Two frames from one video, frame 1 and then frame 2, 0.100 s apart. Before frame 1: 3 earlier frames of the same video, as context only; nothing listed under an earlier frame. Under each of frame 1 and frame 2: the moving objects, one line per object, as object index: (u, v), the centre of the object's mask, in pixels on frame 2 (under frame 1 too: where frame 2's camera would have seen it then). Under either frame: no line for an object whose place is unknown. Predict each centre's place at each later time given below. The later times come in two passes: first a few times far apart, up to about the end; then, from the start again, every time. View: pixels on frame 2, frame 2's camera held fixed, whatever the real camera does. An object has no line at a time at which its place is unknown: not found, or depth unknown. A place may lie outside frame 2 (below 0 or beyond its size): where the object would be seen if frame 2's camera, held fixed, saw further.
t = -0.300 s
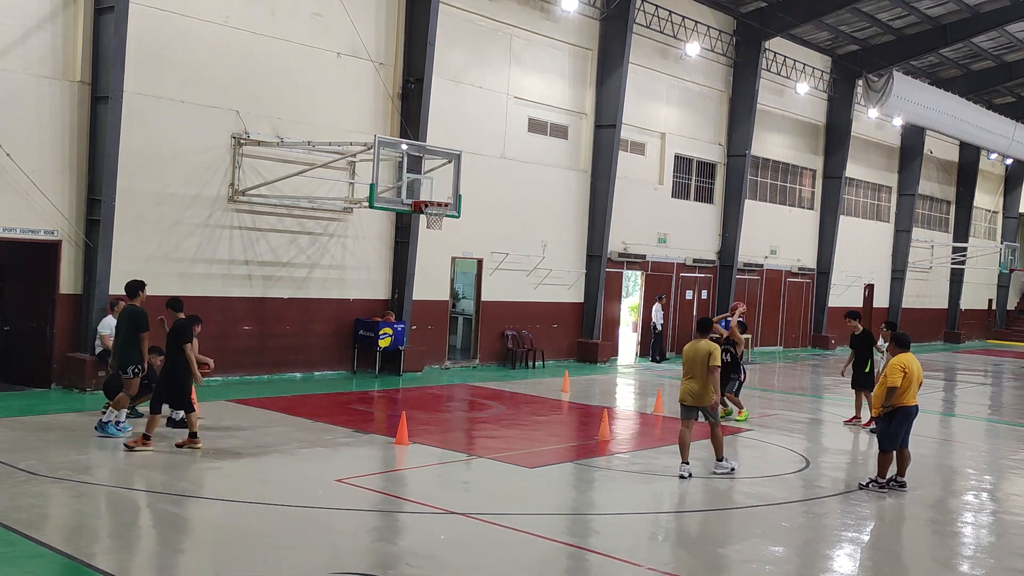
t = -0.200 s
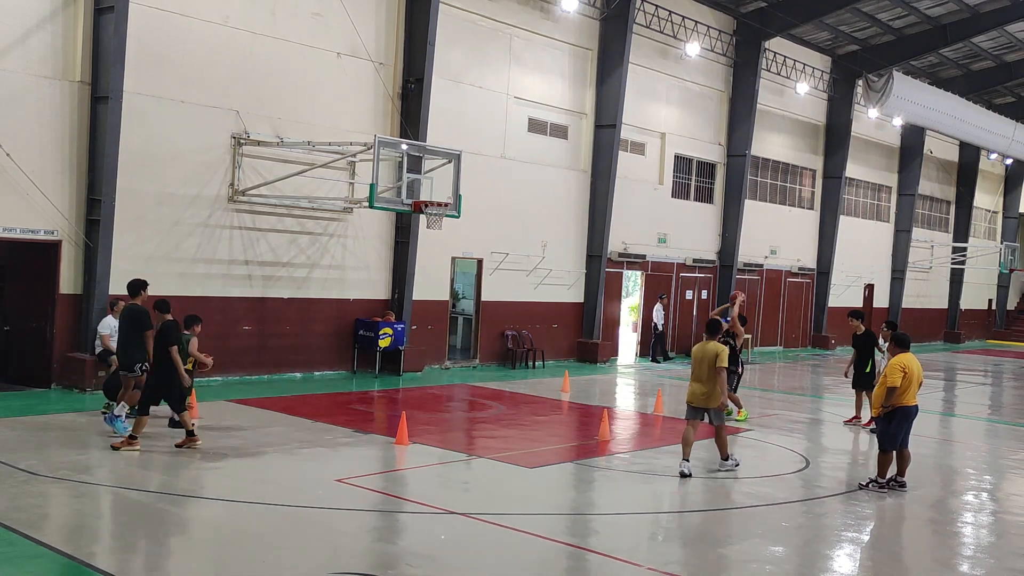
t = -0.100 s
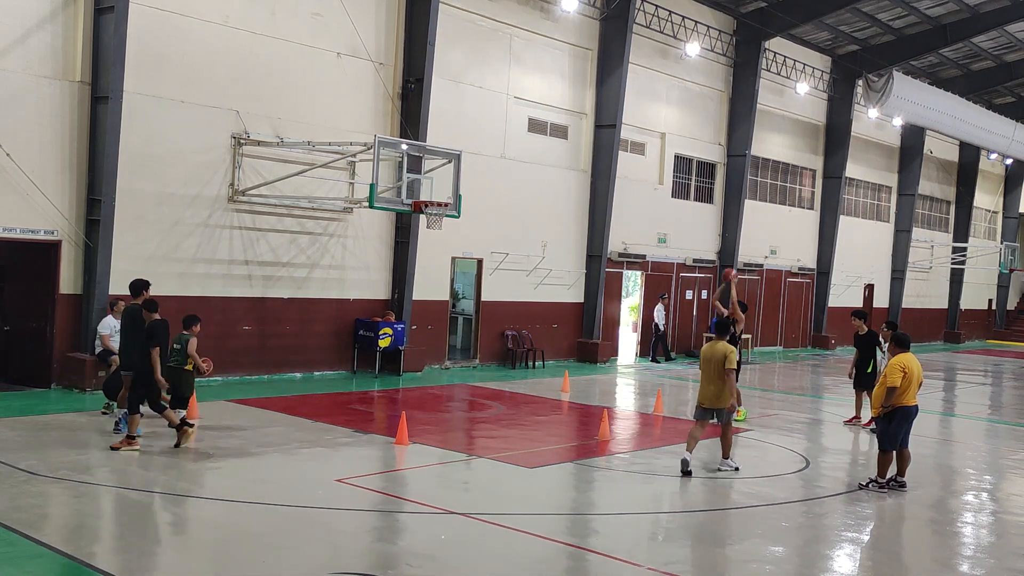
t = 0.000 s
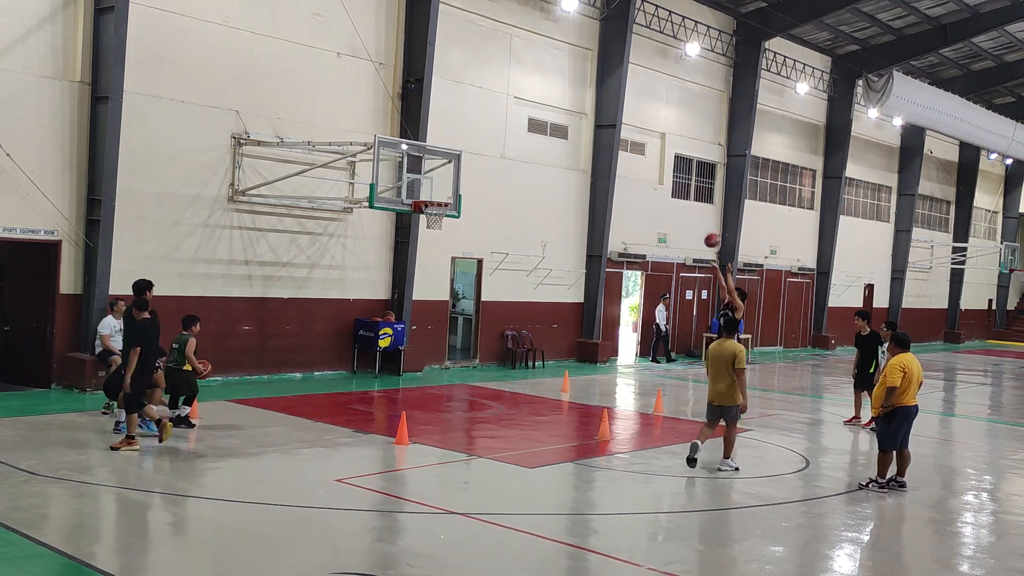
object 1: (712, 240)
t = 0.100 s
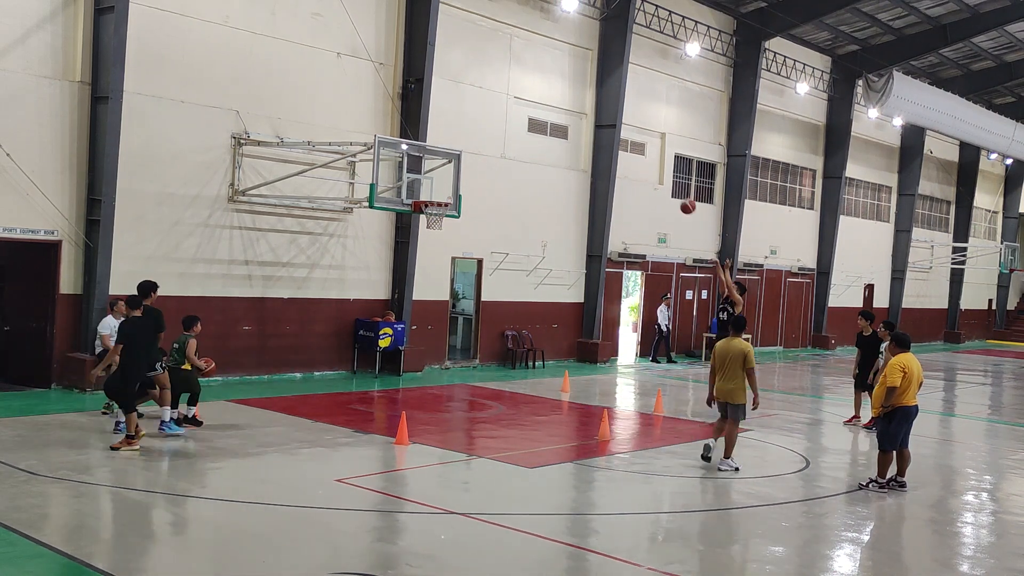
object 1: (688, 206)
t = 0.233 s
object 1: (656, 172)
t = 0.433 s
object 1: (606, 142)
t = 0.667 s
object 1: (546, 140)
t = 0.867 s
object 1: (494, 166)
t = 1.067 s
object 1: (458, 213)
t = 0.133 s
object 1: (680, 197)
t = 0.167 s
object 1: (672, 188)
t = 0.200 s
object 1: (664, 179)
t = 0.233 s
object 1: (656, 172)
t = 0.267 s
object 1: (647, 166)
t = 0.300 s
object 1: (639, 160)
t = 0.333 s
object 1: (631, 154)
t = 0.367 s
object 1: (623, 150)
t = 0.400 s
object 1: (614, 145)
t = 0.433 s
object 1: (606, 142)
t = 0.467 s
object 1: (597, 139)
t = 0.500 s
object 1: (589, 138)
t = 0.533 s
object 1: (580, 137)
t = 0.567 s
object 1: (572, 136)
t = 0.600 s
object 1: (564, 137)
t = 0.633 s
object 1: (555, 138)
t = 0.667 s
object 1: (546, 140)
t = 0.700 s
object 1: (538, 142)
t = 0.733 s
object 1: (529, 146)
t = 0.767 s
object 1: (520, 150)
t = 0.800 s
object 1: (511, 154)
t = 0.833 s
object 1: (503, 160)
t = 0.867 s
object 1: (494, 166)
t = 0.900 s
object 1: (485, 173)
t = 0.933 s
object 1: (476, 180)
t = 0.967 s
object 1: (467, 189)
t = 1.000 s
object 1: (458, 198)
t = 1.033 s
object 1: (454, 205)
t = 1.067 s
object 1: (458, 213)
